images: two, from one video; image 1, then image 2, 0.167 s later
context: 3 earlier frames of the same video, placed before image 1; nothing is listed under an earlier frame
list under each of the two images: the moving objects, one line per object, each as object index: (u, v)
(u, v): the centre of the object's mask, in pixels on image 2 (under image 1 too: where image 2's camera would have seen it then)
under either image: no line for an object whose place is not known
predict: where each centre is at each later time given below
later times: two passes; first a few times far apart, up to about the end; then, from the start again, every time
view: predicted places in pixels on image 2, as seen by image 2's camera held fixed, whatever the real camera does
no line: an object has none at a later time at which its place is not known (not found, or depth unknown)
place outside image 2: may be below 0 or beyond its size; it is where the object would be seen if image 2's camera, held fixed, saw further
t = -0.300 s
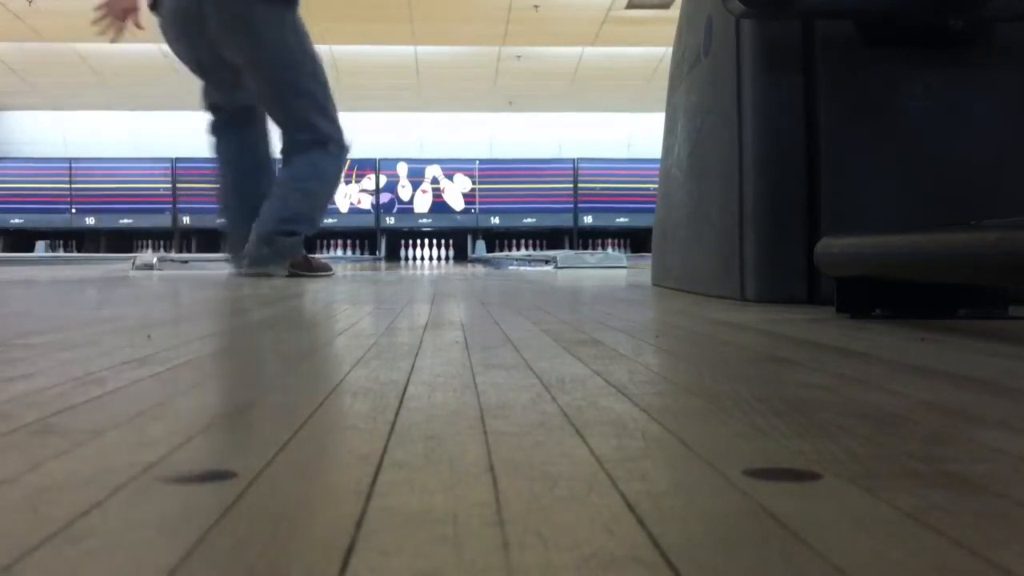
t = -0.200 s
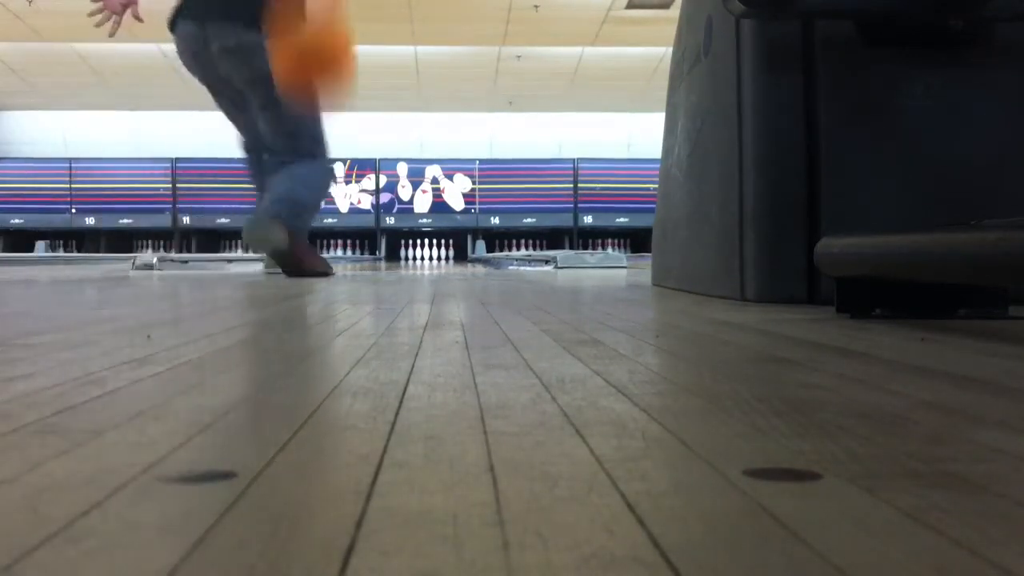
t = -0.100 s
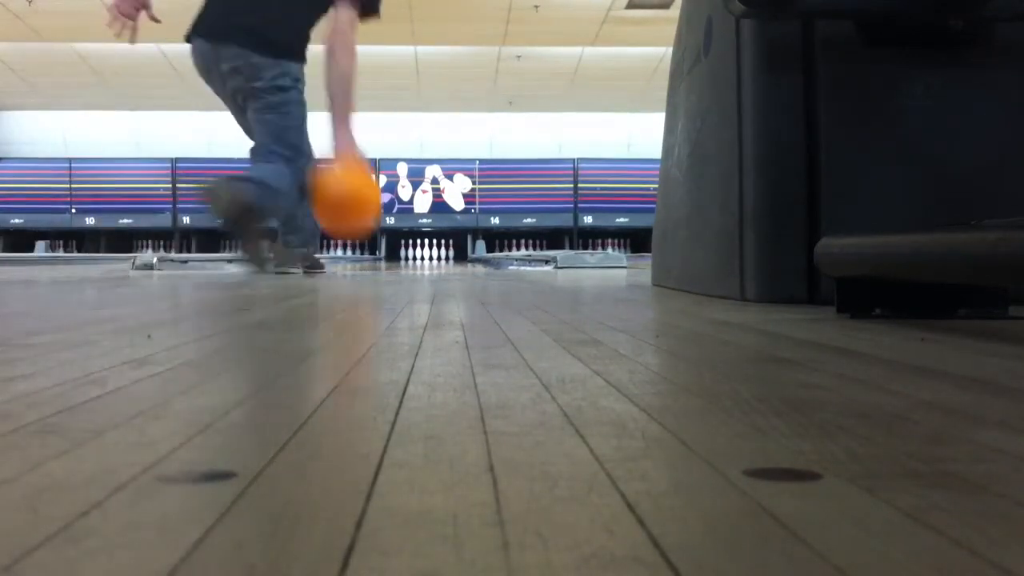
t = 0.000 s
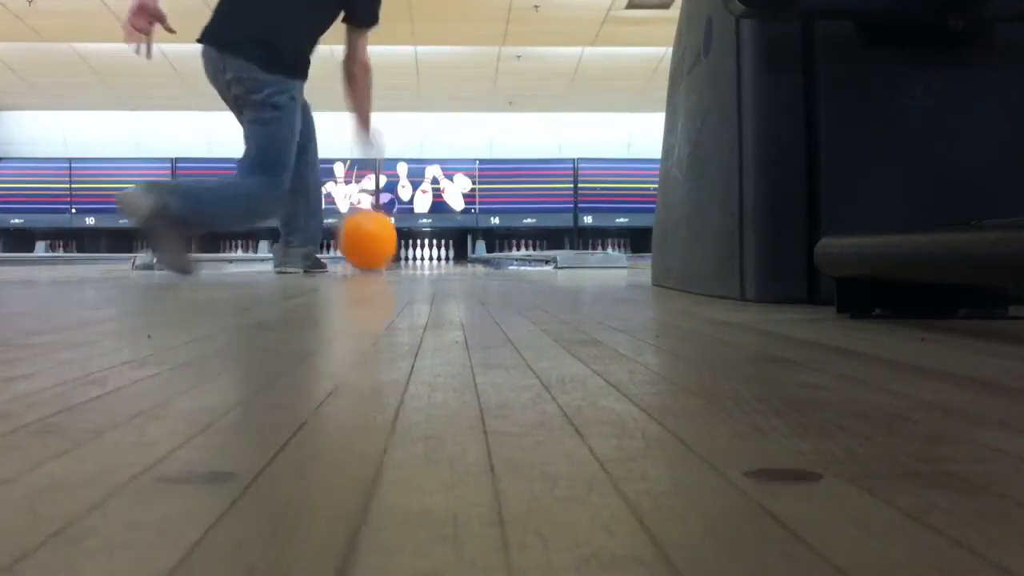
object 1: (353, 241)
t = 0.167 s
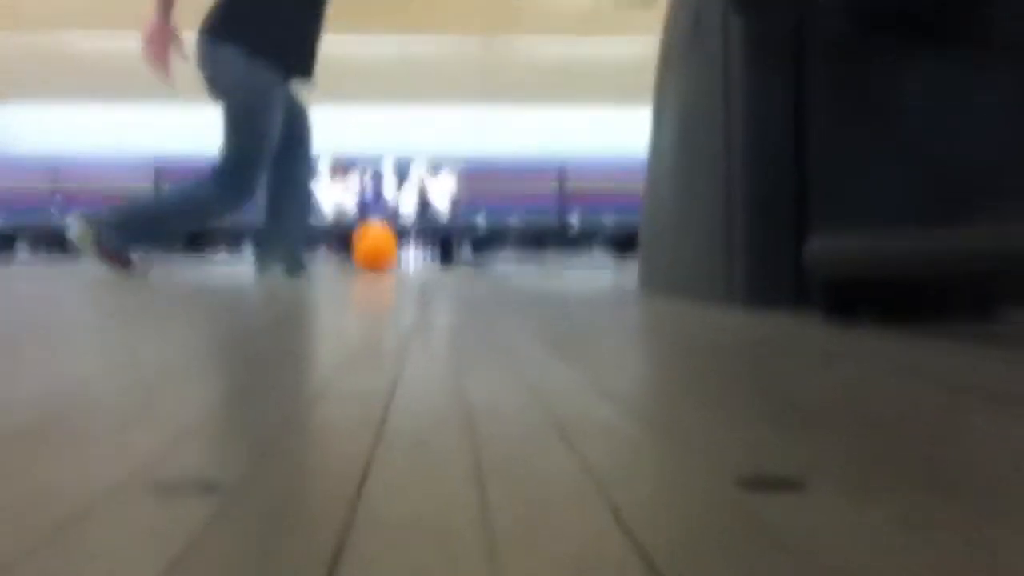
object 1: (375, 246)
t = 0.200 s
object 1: (378, 247)
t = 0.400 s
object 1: (392, 247)
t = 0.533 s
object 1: (400, 249)
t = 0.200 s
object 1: (378, 247)
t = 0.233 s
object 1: (380, 246)
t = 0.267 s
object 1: (383, 246)
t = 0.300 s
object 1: (385, 247)
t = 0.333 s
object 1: (389, 247)
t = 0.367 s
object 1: (391, 247)
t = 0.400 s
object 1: (392, 247)
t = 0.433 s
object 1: (394, 247)
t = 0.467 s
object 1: (396, 249)
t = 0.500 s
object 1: (398, 248)
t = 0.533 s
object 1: (400, 249)
